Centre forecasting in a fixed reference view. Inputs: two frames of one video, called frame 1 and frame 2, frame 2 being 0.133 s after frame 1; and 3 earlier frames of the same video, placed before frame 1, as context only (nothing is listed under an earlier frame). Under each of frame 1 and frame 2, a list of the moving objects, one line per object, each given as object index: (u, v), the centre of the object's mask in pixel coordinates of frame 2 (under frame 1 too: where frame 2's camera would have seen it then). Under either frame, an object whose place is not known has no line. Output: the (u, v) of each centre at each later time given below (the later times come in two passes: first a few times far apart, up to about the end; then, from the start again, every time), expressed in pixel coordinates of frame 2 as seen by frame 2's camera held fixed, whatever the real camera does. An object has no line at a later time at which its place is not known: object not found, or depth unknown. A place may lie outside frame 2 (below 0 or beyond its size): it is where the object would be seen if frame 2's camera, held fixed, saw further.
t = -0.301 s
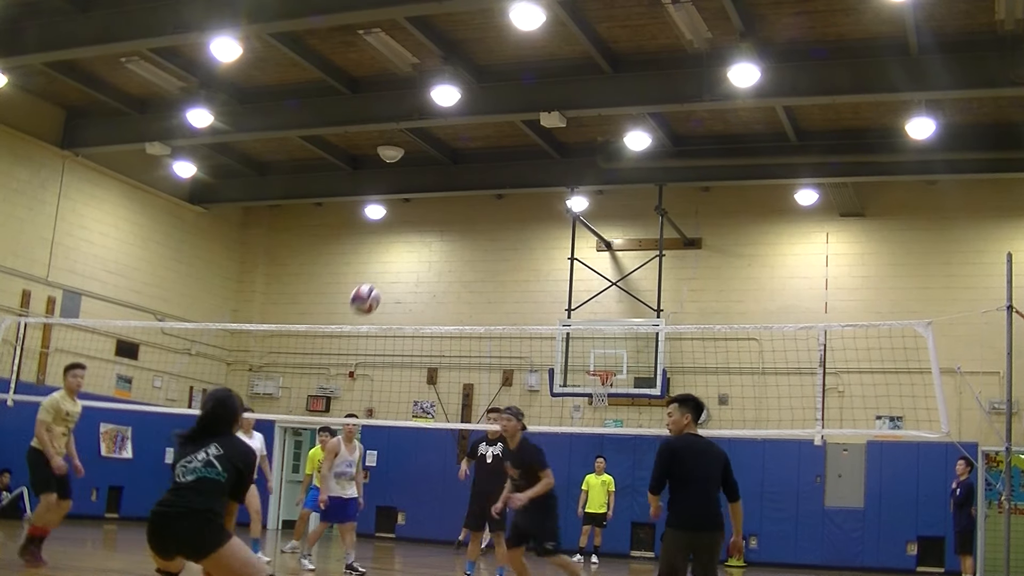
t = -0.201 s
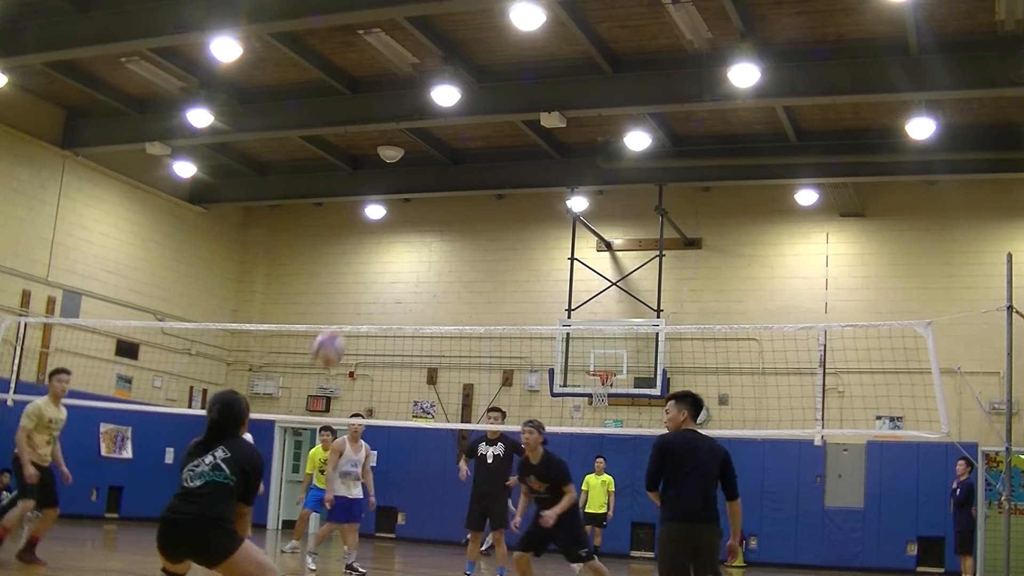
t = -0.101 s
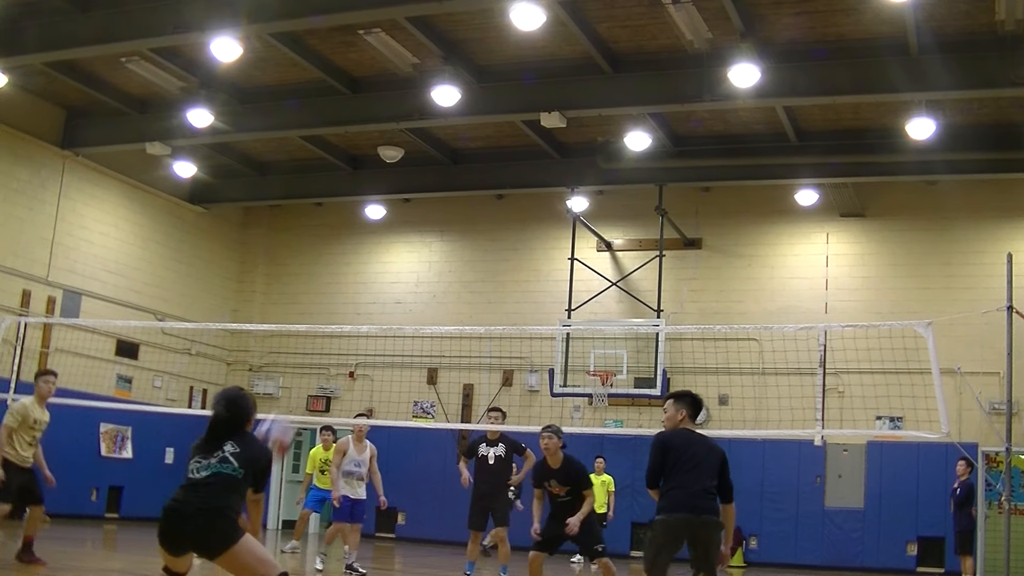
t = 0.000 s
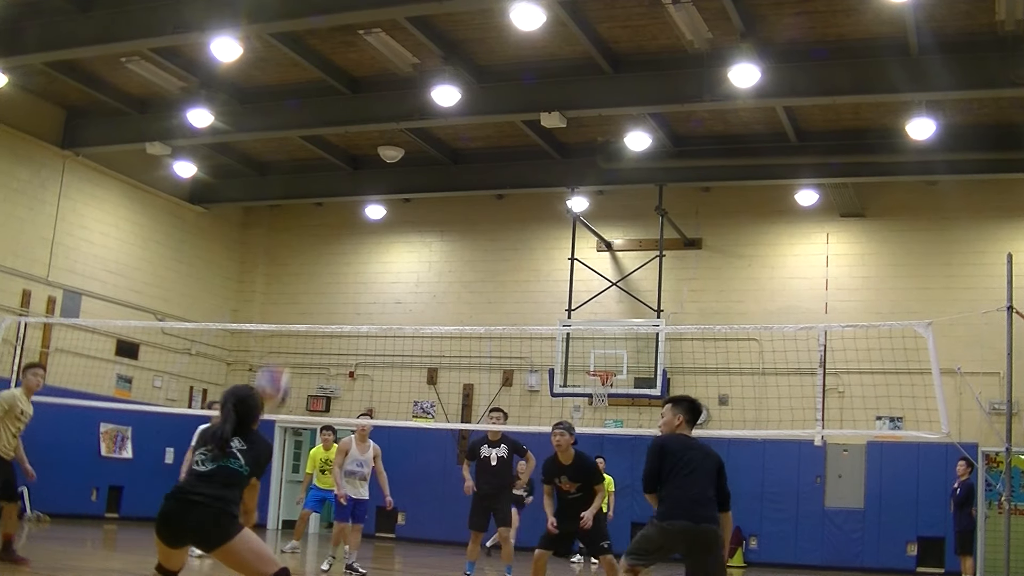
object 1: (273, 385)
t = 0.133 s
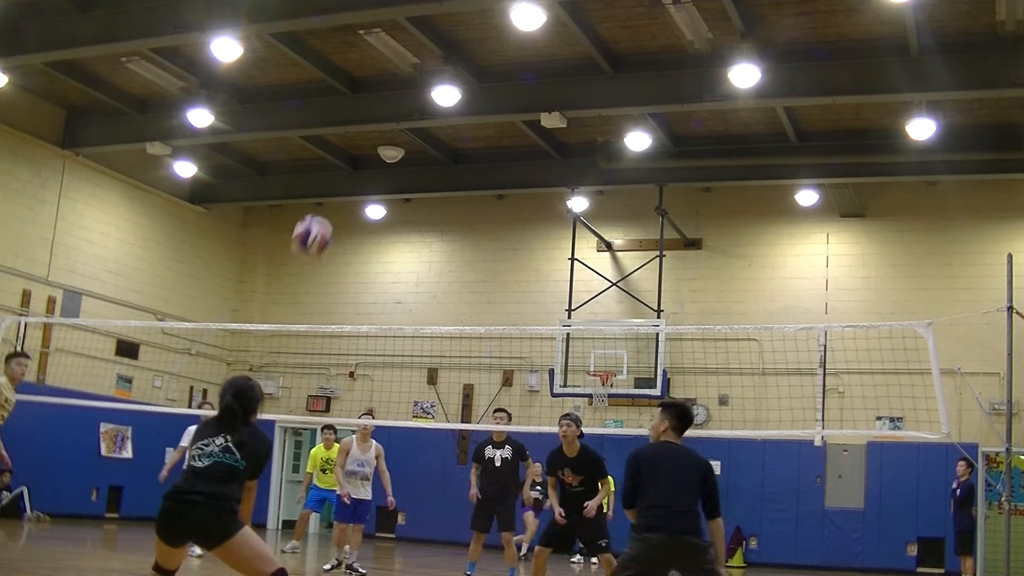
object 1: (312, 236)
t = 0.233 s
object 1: (337, 158)
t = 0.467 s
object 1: (385, 53)
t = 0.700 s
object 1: (418, 38)
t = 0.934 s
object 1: (439, 91)
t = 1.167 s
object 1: (454, 209)
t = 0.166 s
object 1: (321, 207)
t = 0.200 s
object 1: (329, 181)
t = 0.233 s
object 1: (337, 158)
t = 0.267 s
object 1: (345, 137)
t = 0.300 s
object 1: (353, 116)
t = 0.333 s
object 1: (360, 100)
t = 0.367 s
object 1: (367, 86)
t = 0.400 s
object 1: (373, 73)
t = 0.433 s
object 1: (379, 62)
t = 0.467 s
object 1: (385, 53)
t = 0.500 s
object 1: (390, 46)
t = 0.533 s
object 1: (396, 41)
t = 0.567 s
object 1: (400, 37)
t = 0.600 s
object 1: (405, 35)
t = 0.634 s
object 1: (410, 35)
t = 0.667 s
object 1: (414, 35)
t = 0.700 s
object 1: (418, 38)
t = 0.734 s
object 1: (421, 42)
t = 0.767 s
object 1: (425, 47)
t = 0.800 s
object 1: (428, 53)
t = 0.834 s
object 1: (431, 61)
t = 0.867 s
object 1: (435, 69)
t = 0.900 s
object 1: (436, 78)
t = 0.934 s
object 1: (439, 91)
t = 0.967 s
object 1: (442, 108)
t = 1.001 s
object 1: (445, 121)
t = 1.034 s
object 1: (447, 136)
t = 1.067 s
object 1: (450, 152)
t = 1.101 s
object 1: (451, 171)
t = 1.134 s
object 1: (453, 190)
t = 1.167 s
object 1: (454, 209)
